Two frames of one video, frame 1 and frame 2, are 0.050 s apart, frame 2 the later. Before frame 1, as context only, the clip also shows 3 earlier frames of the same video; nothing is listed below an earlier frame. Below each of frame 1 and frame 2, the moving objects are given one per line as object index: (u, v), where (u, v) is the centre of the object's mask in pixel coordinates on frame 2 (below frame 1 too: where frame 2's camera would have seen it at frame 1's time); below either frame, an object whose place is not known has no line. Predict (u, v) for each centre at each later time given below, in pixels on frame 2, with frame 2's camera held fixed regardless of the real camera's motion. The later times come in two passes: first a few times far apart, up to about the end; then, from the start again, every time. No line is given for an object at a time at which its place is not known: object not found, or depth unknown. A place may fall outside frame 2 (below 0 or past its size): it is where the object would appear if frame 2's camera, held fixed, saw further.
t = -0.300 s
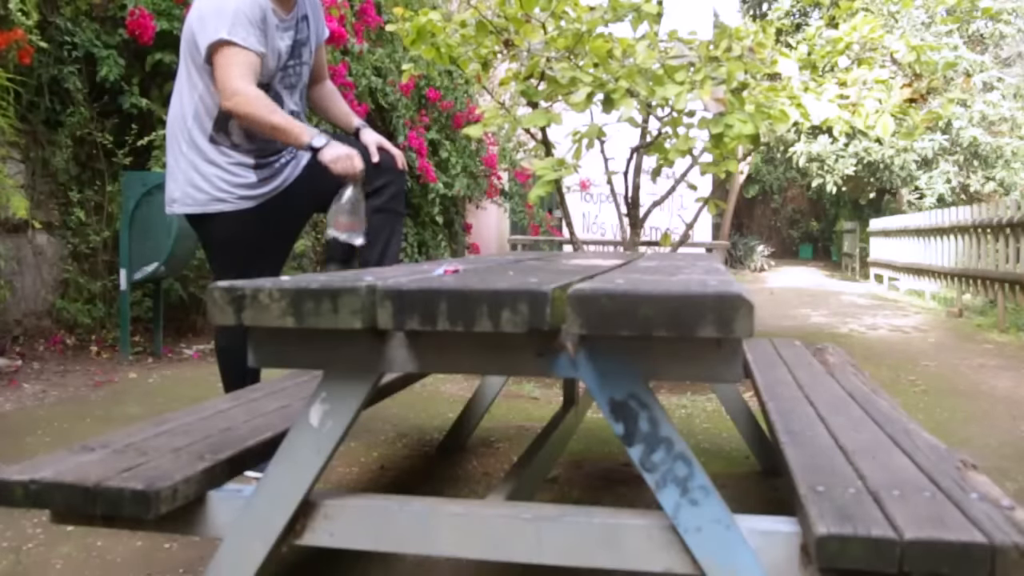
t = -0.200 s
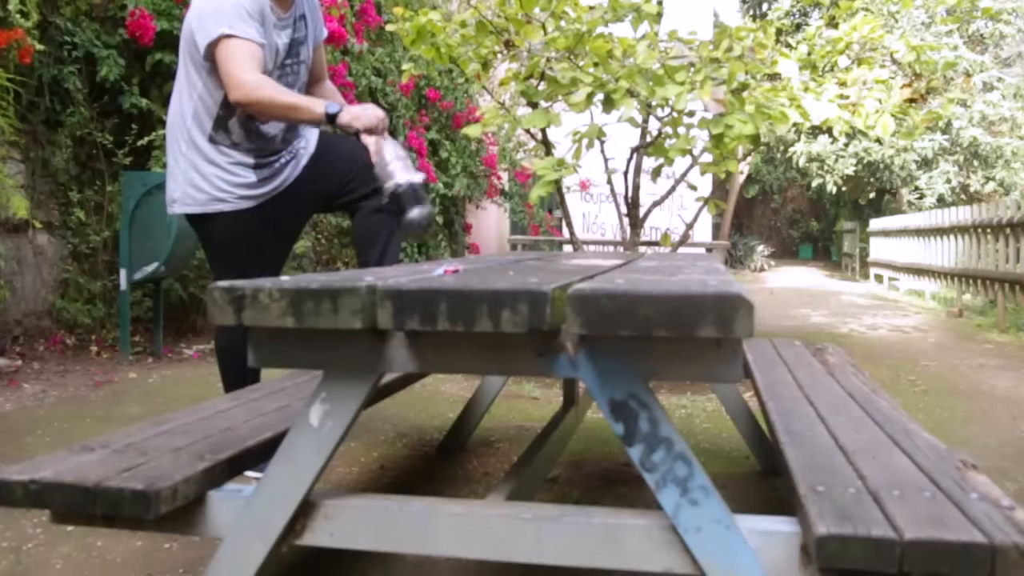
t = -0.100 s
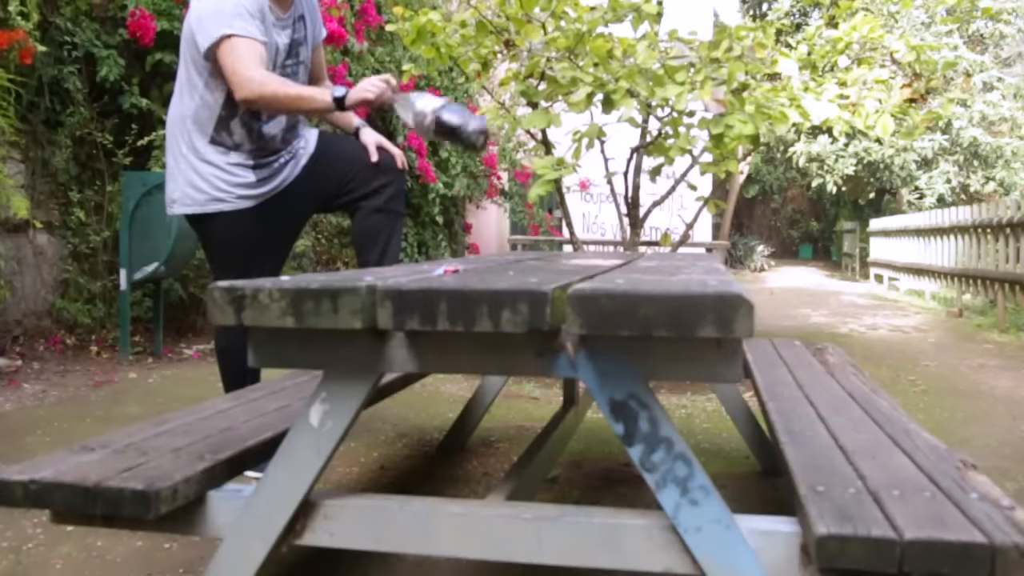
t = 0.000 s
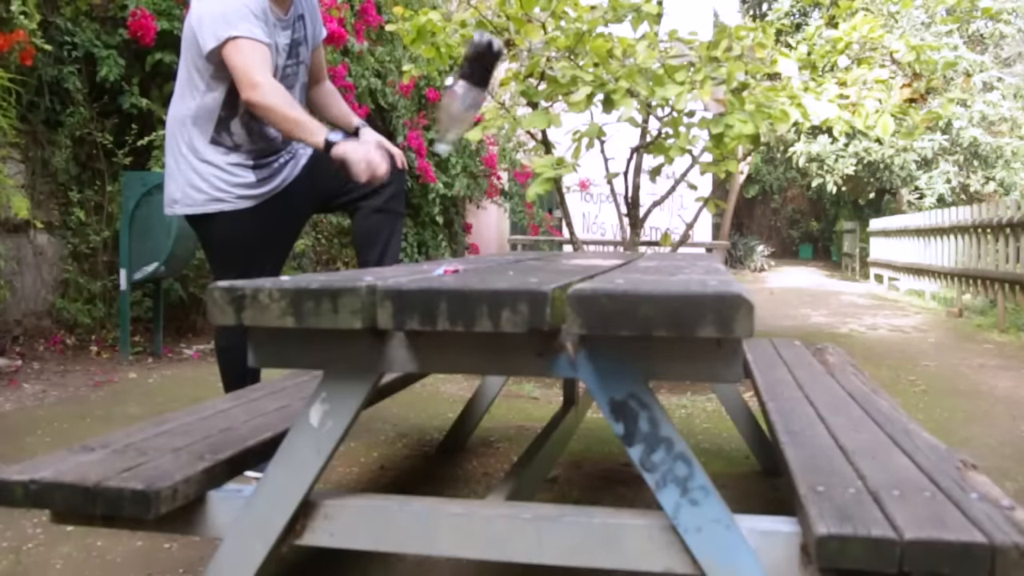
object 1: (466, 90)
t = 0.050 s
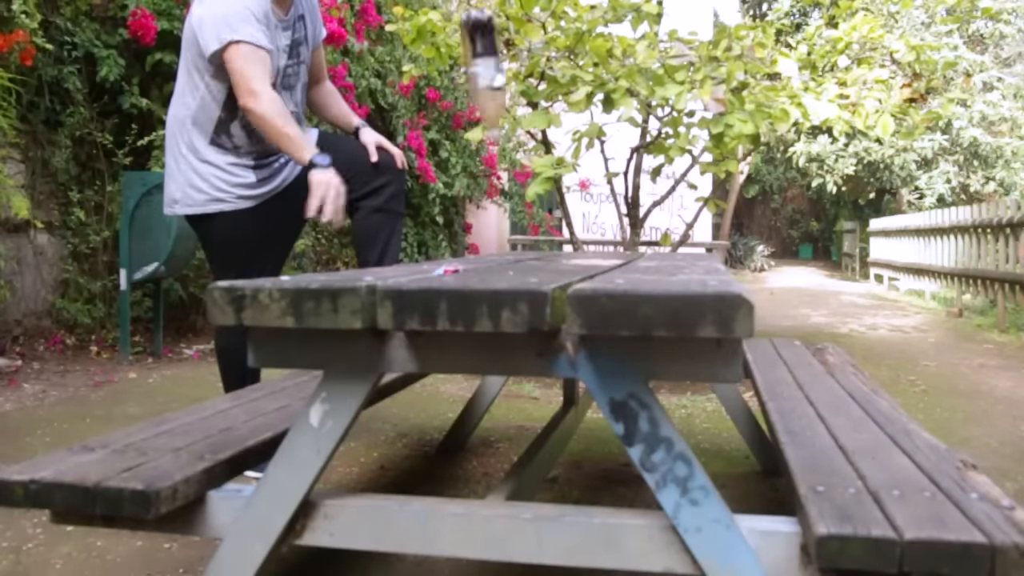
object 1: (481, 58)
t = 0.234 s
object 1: (507, 77)
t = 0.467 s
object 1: (540, 242)
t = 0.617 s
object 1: (551, 245)
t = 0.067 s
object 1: (482, 51)
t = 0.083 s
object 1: (479, 52)
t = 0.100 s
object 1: (482, 48)
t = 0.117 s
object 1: (487, 53)
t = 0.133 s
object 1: (486, 47)
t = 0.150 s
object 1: (494, 52)
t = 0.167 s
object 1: (493, 54)
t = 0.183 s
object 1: (498, 58)
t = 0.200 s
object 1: (496, 62)
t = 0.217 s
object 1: (501, 70)
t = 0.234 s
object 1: (507, 77)
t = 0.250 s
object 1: (508, 86)
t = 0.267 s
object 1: (507, 94)
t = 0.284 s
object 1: (513, 104)
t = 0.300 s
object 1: (514, 117)
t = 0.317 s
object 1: (509, 131)
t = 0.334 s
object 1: (515, 145)
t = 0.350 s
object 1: (512, 165)
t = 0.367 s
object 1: (520, 177)
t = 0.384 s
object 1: (517, 199)
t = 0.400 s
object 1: (518, 218)
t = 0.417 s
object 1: (522, 236)
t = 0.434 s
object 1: (534, 246)
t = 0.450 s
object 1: (526, 244)
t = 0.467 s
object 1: (540, 242)
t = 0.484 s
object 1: (540, 242)
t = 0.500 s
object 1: (542, 240)
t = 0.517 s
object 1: (546, 235)
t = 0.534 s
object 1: (546, 235)
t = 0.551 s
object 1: (546, 235)
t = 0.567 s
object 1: (546, 237)
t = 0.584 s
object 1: (547, 240)
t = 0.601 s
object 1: (551, 242)
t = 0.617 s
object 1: (551, 245)
